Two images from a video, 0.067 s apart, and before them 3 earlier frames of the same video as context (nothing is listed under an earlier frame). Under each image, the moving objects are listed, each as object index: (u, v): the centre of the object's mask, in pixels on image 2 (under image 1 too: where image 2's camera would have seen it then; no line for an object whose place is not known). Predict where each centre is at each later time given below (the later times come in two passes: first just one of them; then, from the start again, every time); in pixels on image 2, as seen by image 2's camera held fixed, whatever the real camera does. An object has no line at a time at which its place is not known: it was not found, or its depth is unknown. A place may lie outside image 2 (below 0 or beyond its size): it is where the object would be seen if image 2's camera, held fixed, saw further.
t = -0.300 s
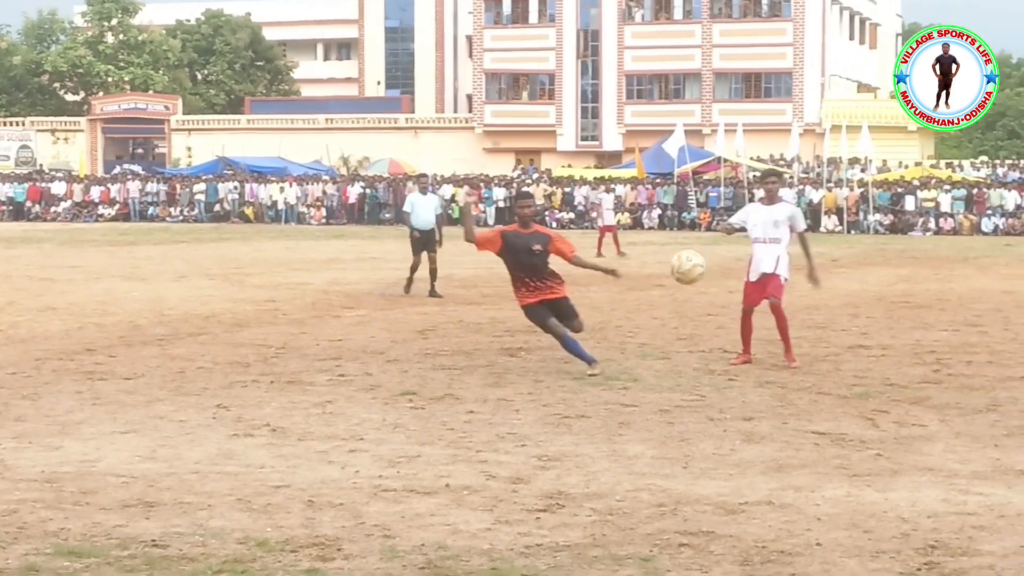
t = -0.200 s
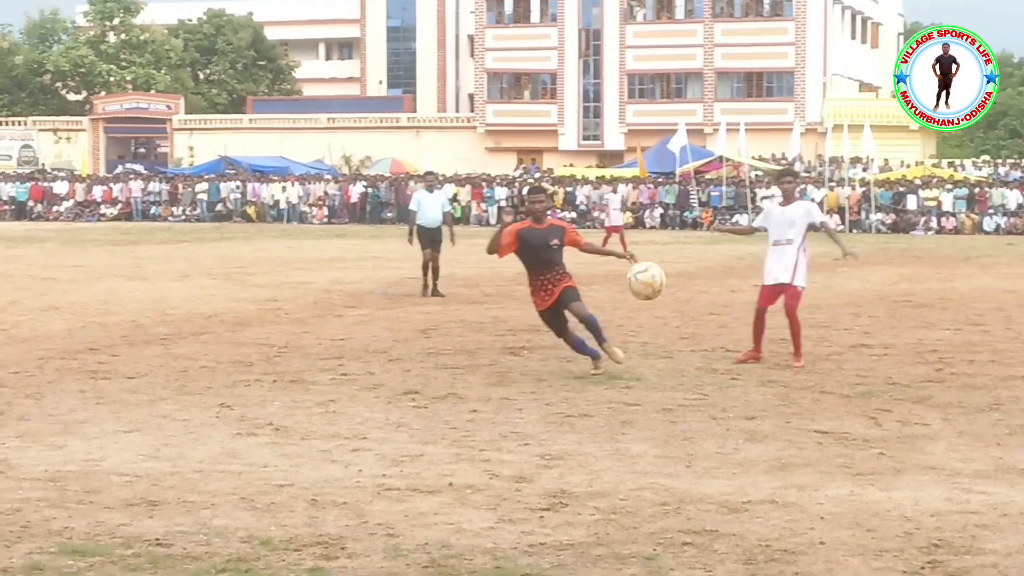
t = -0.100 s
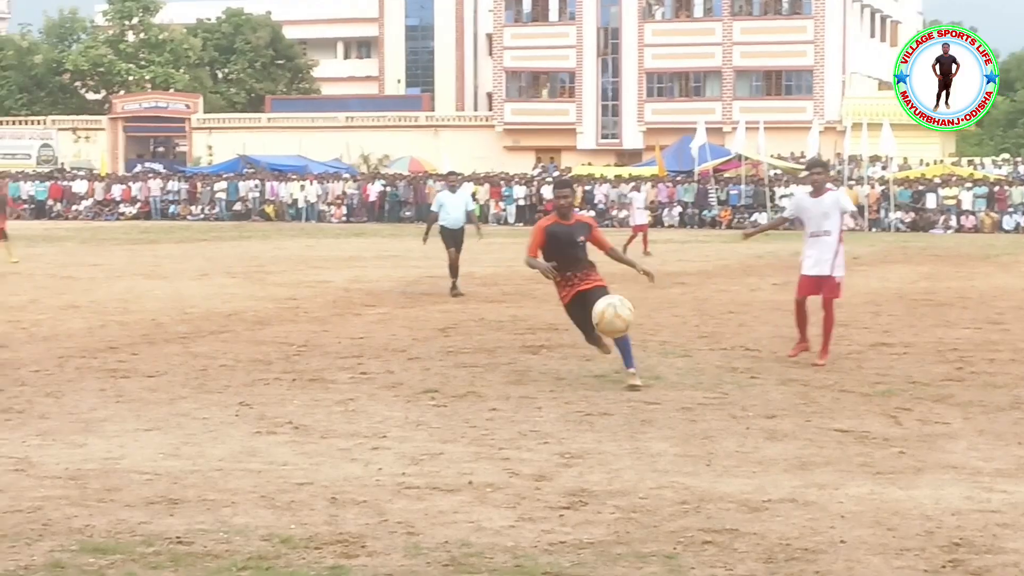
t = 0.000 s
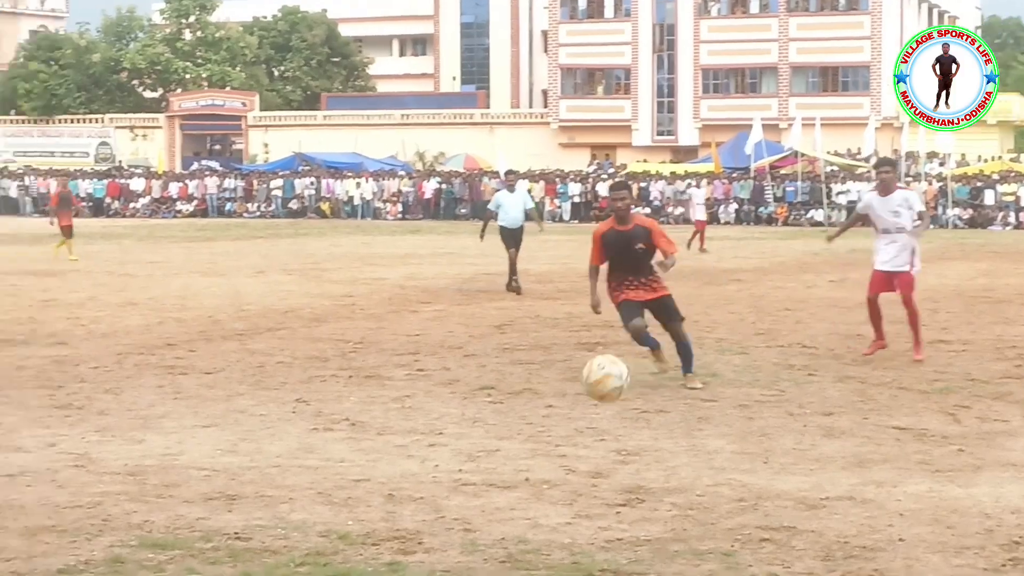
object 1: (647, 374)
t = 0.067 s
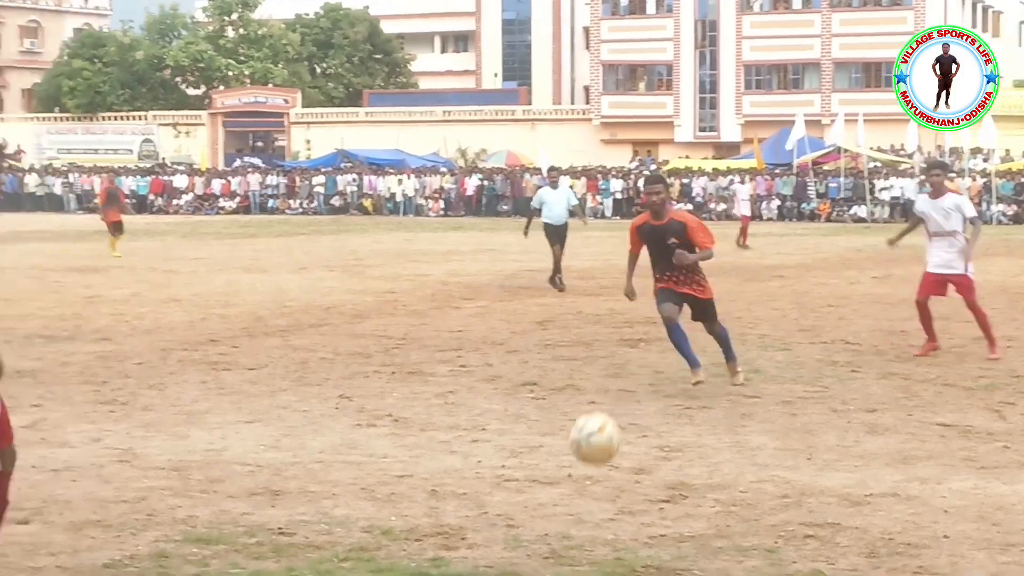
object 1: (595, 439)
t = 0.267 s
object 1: (448, 450)
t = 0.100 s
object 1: (565, 478)
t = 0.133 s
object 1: (533, 521)
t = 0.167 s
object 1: (513, 500)
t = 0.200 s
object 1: (493, 482)
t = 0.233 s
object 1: (471, 465)
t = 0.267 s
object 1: (448, 450)
